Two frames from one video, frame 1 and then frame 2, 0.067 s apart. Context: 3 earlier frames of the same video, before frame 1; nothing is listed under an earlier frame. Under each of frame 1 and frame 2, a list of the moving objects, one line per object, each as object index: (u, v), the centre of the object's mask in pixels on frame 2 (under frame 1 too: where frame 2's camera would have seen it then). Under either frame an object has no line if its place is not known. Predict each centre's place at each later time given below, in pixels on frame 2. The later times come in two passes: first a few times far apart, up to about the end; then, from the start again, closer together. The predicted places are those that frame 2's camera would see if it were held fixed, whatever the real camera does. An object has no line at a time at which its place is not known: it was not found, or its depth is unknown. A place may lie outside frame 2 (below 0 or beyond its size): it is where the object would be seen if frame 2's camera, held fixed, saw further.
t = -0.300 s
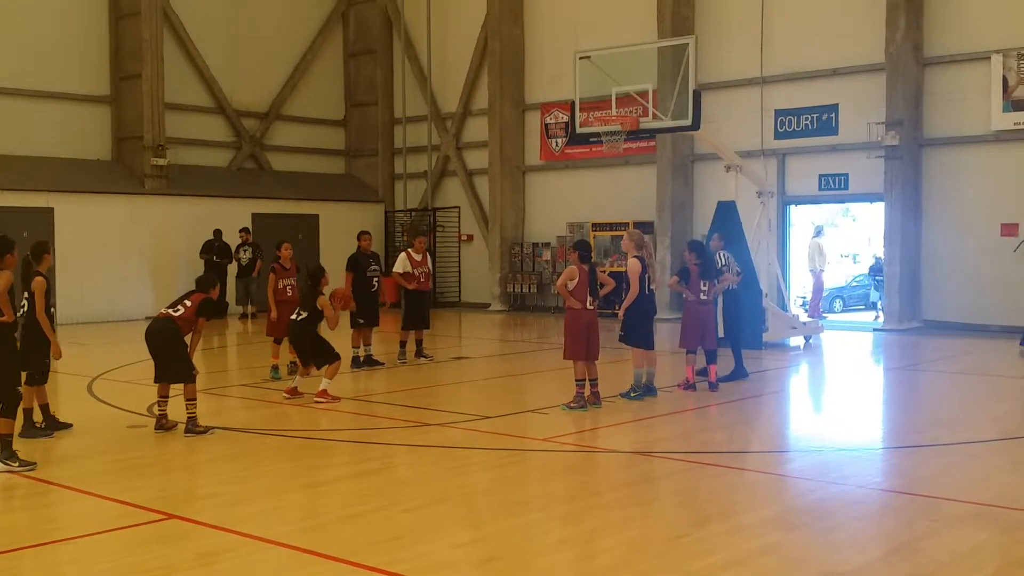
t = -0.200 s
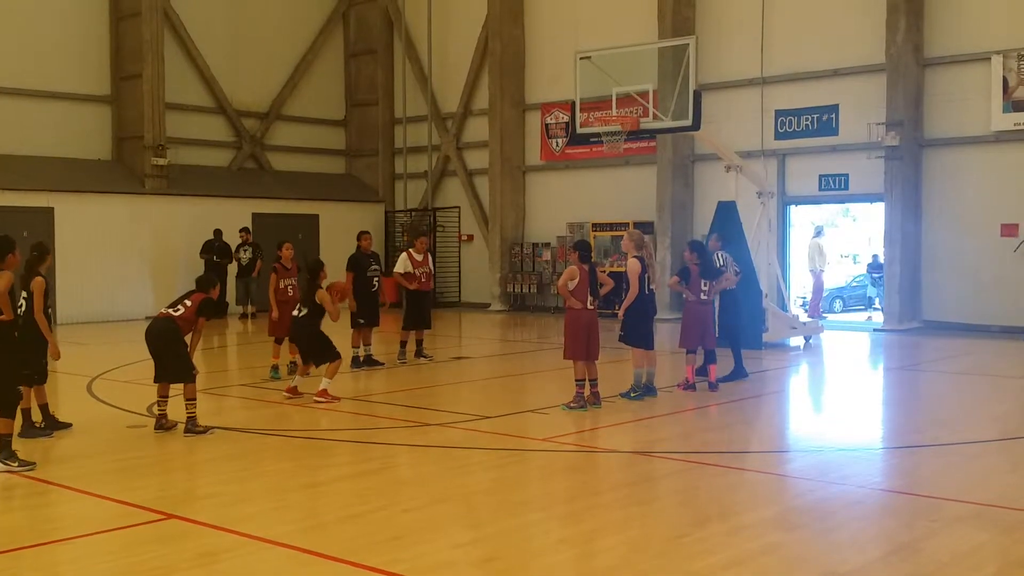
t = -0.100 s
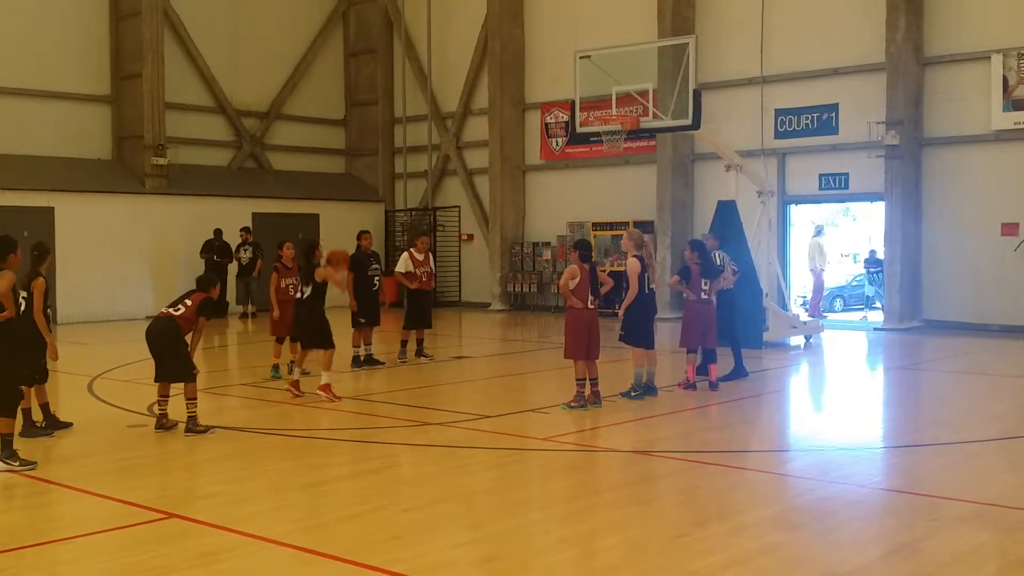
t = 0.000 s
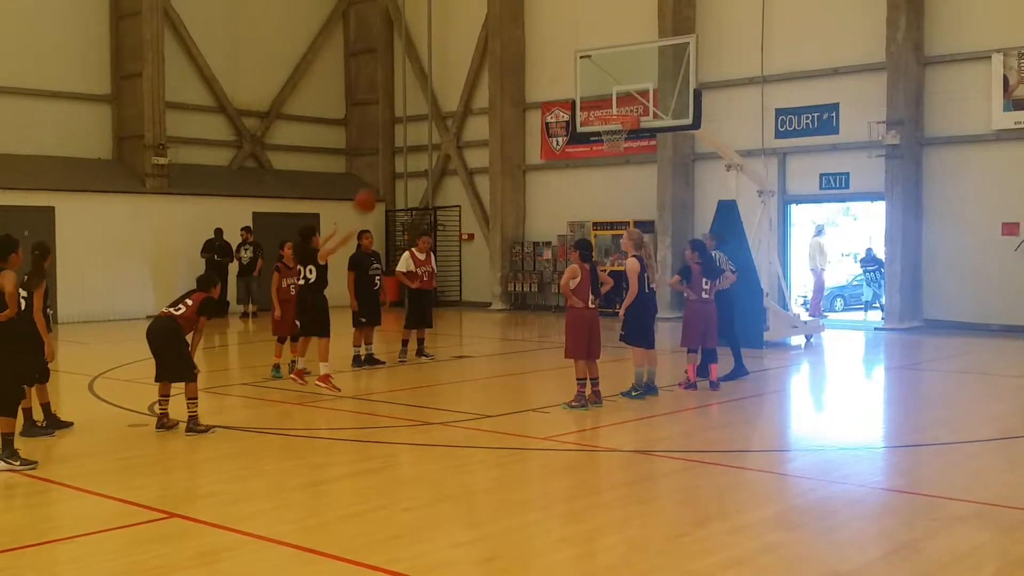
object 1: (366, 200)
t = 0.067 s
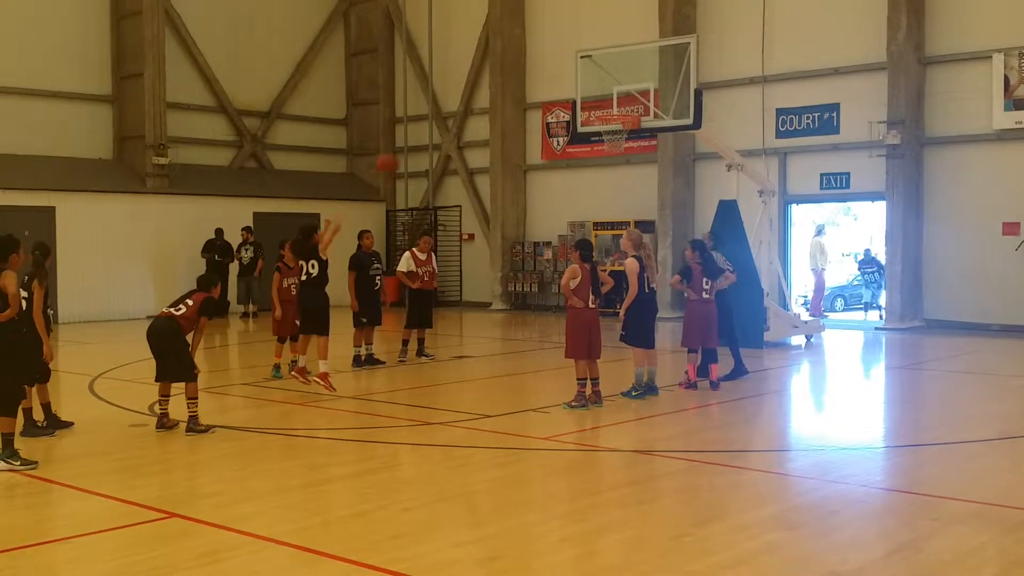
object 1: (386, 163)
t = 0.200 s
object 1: (429, 106)
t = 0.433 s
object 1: (497, 49)
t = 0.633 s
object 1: (549, 42)
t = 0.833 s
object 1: (597, 69)
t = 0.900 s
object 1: (611, 84)
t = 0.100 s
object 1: (398, 147)
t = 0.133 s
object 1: (408, 133)
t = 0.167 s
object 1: (419, 119)
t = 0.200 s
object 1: (429, 106)
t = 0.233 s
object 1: (439, 94)
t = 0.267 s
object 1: (449, 84)
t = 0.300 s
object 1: (459, 75)
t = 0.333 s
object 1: (468, 67)
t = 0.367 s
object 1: (478, 60)
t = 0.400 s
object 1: (488, 54)
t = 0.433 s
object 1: (497, 49)
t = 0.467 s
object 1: (505, 45)
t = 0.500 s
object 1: (513, 44)
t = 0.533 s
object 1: (523, 42)
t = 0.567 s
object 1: (532, 41)
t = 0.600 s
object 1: (540, 41)
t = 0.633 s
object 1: (549, 42)
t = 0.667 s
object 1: (557, 45)
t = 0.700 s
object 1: (565, 48)
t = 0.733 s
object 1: (573, 52)
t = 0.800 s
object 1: (589, 63)
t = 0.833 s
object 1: (597, 69)
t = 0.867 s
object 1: (604, 76)
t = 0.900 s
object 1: (611, 84)
